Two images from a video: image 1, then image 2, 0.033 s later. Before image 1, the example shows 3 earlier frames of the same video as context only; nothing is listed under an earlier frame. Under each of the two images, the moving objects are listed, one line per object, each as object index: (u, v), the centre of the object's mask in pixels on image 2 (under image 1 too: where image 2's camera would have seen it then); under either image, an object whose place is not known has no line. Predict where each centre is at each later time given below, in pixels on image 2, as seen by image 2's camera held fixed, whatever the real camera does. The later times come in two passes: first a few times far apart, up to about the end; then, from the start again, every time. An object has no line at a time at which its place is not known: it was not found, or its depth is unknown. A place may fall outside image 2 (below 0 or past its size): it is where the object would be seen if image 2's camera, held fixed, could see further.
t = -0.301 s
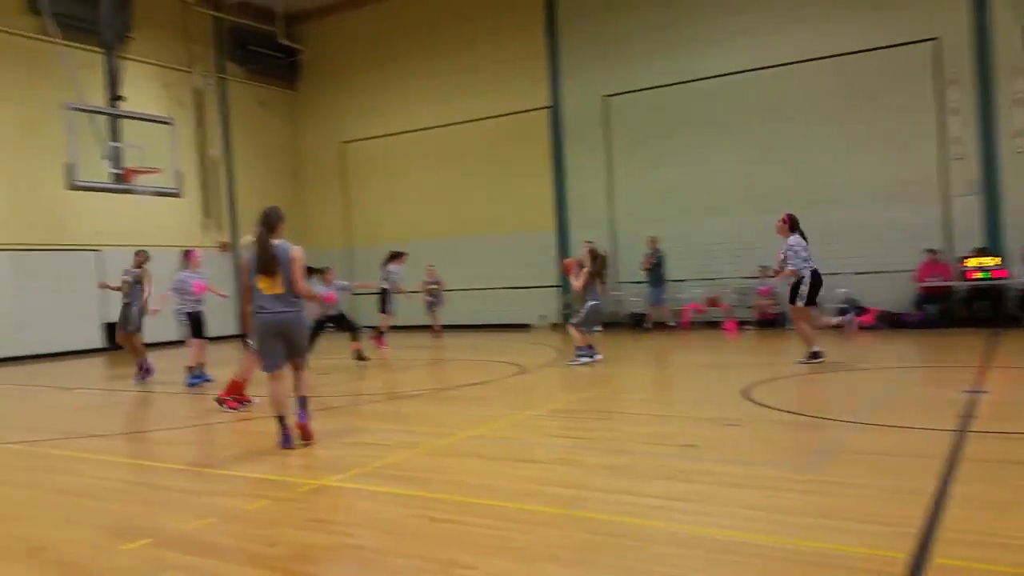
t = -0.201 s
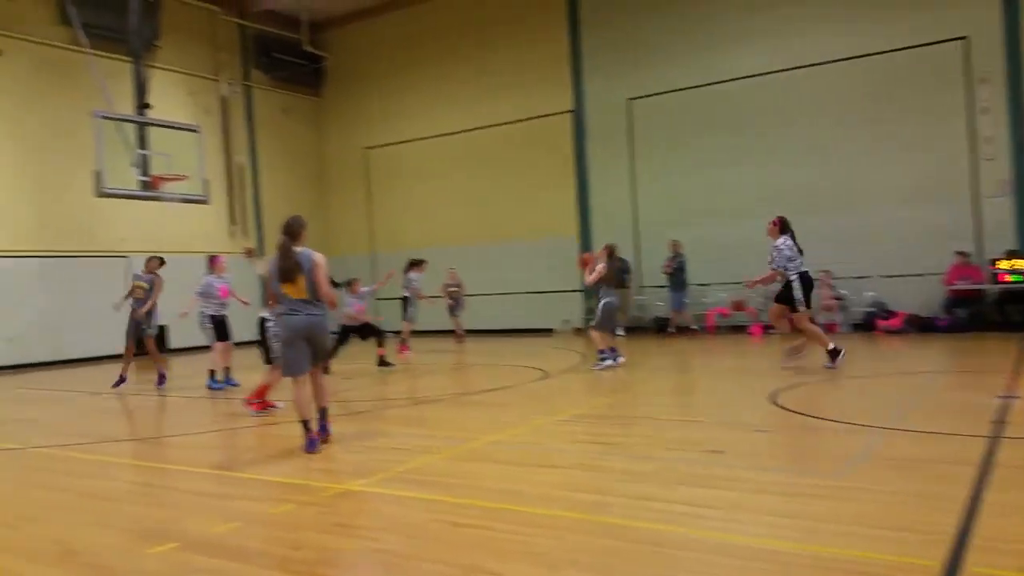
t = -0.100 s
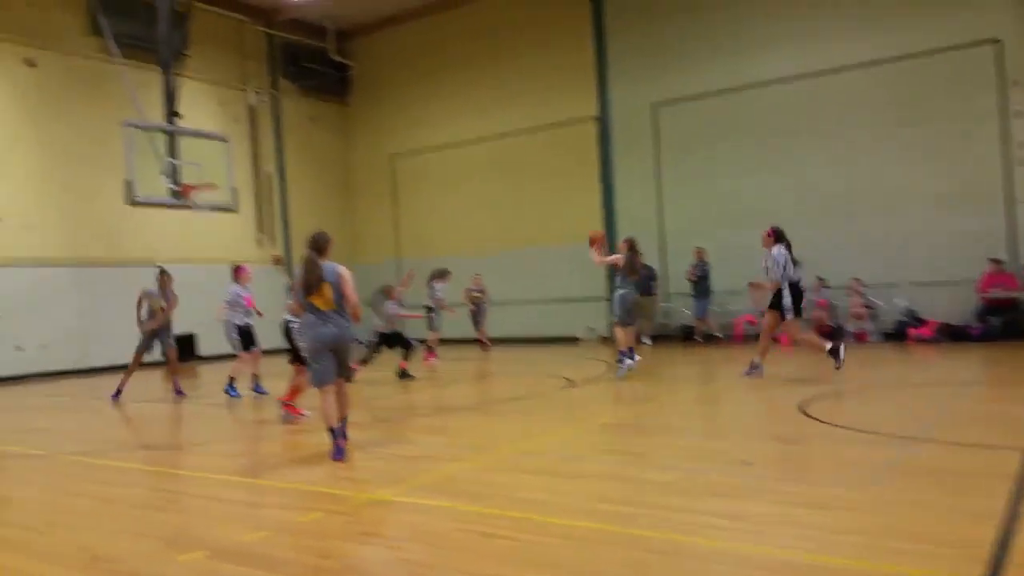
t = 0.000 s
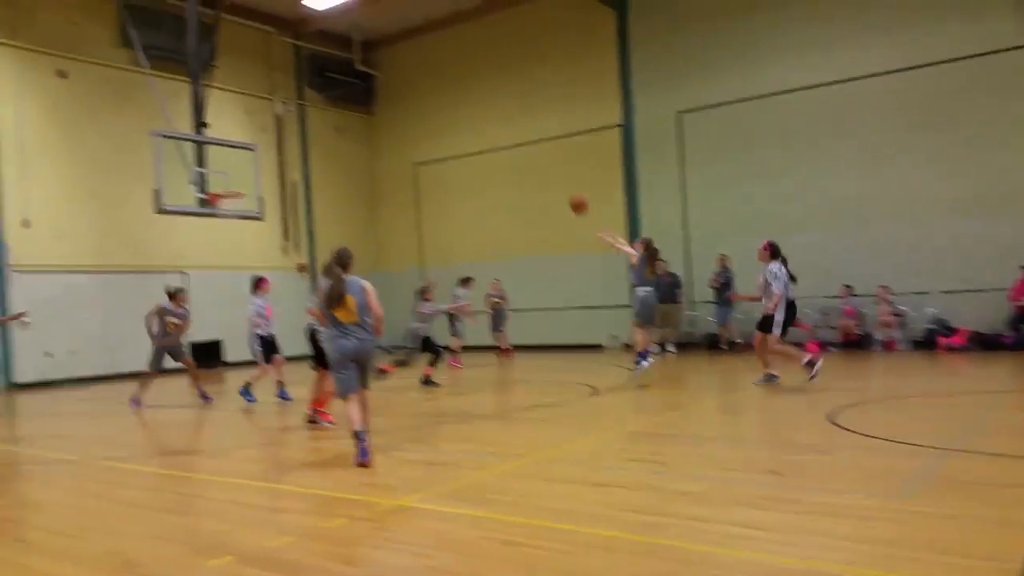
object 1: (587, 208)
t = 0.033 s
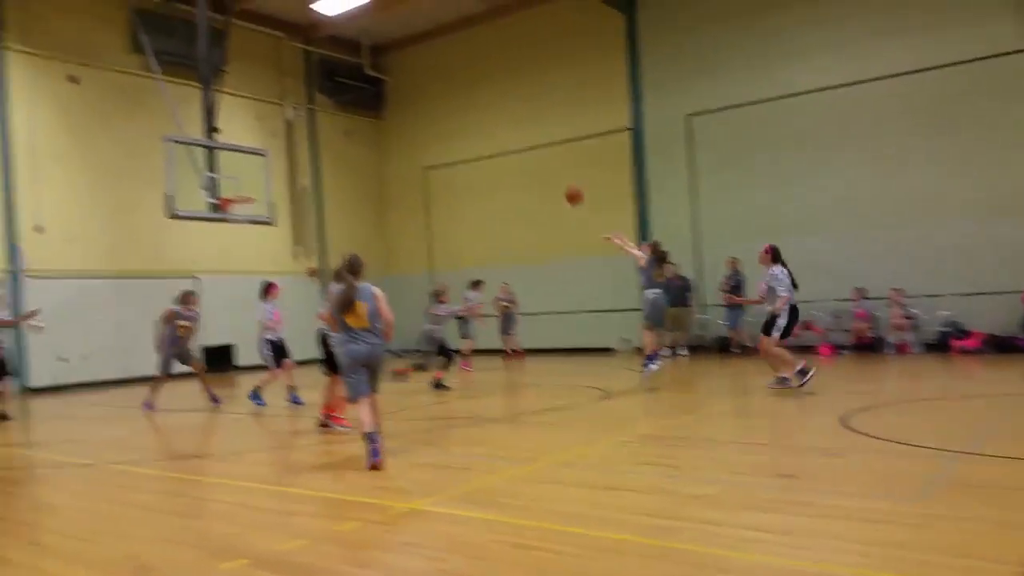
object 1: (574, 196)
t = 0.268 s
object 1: (483, 131)
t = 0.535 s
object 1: (389, 109)
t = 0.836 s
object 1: (304, 145)
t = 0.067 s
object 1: (560, 183)
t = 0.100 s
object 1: (547, 172)
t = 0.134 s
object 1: (533, 163)
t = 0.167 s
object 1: (521, 153)
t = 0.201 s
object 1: (506, 144)
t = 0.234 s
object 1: (495, 137)
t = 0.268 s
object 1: (483, 131)
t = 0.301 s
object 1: (470, 126)
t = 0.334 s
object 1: (457, 122)
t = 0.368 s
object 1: (446, 117)
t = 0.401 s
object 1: (435, 115)
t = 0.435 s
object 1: (423, 112)
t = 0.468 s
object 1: (413, 110)
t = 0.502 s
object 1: (402, 109)
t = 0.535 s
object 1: (389, 109)
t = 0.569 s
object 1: (381, 110)
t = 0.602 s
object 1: (372, 112)
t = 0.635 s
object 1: (362, 114)
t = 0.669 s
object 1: (351, 117)
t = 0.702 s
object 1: (343, 122)
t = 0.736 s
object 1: (331, 126)
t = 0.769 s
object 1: (321, 132)
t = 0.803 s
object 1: (313, 137)
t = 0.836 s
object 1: (304, 145)
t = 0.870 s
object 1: (295, 151)
